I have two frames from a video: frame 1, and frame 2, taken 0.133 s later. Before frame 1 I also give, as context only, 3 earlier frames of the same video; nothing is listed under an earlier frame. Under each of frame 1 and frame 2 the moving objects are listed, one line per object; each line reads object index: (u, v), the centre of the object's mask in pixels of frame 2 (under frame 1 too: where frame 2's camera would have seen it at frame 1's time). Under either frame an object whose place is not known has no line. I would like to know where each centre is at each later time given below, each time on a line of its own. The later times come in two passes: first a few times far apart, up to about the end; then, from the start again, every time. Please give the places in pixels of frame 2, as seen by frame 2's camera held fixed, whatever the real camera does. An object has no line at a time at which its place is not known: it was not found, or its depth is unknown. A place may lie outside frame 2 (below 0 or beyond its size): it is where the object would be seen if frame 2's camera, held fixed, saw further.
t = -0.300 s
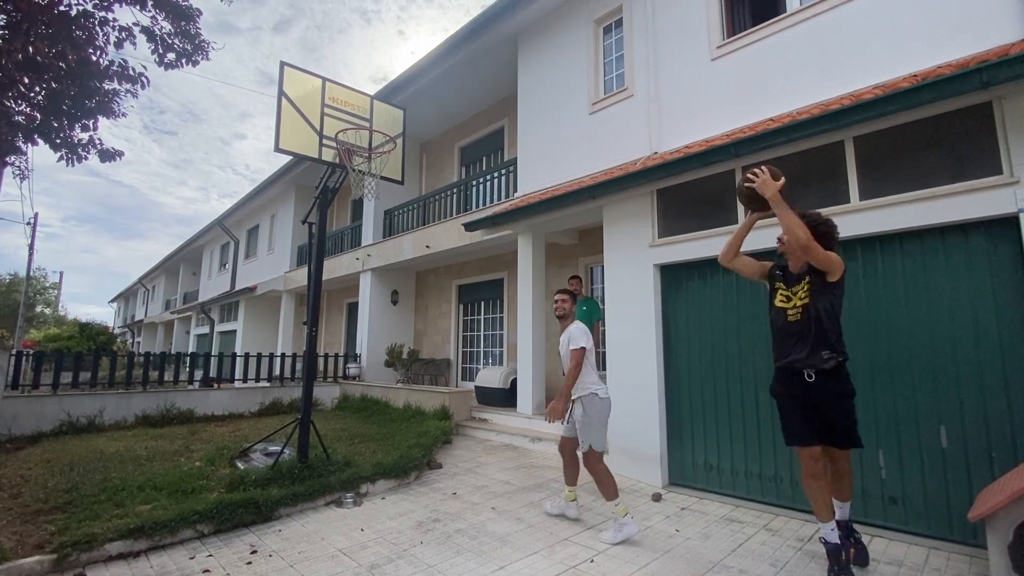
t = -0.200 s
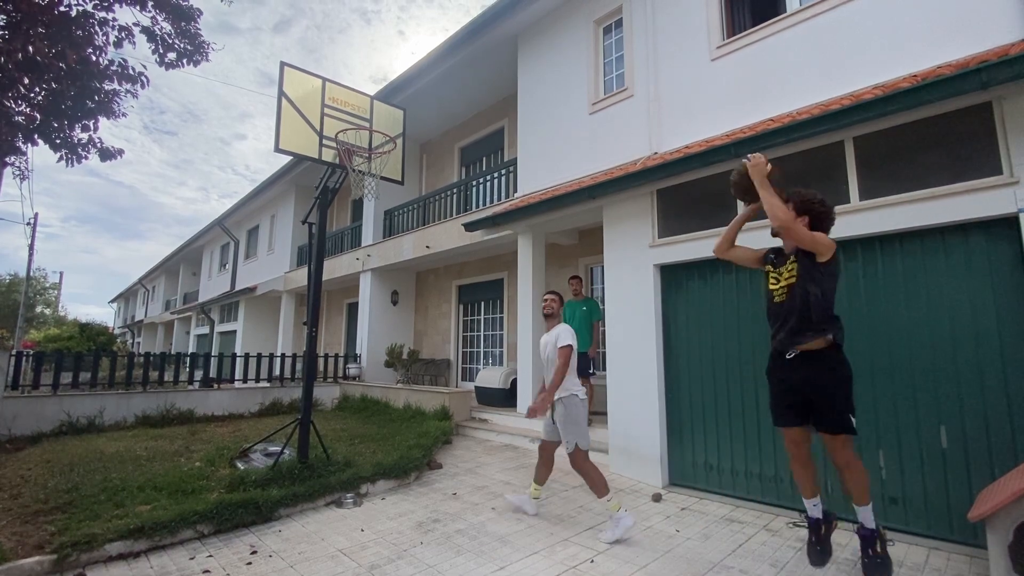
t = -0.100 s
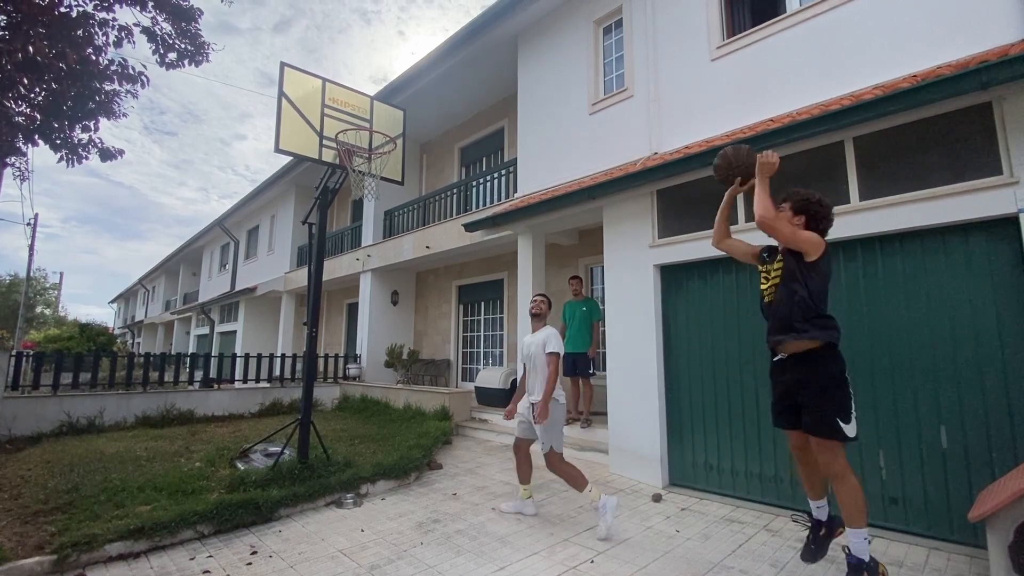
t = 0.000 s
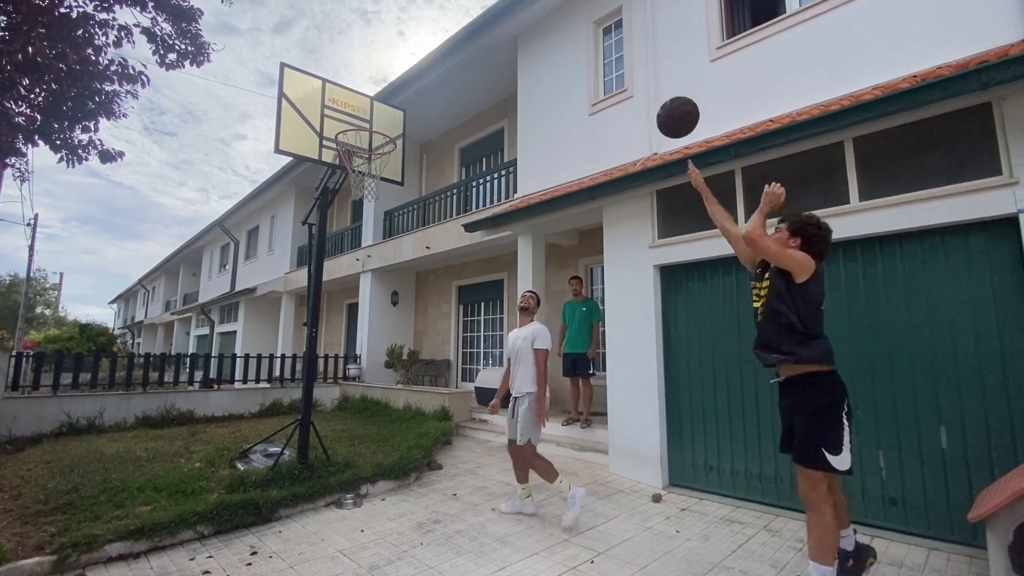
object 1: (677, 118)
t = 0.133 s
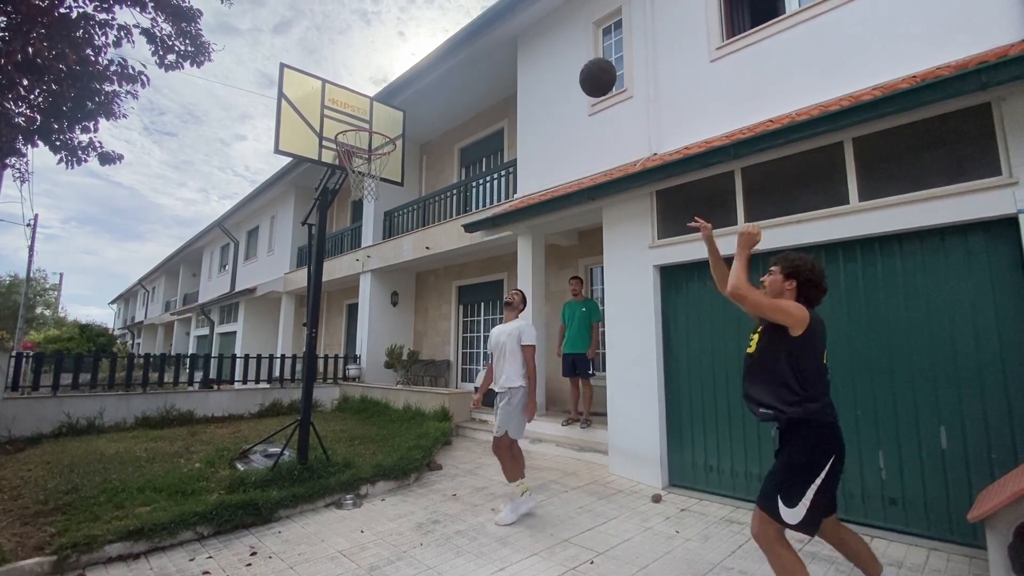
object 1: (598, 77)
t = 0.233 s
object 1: (546, 66)
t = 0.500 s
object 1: (431, 98)
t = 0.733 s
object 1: (425, 108)
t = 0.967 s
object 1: (484, 120)
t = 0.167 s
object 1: (580, 72)
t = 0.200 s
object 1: (563, 68)
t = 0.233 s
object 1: (546, 66)
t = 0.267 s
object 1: (531, 66)
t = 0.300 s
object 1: (515, 66)
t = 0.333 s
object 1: (500, 69)
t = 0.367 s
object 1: (485, 72)
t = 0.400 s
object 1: (471, 77)
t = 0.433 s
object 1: (458, 83)
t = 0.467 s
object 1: (444, 90)
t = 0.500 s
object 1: (431, 98)
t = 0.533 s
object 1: (418, 108)
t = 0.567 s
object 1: (405, 117)
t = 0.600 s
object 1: (395, 127)
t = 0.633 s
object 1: (402, 121)
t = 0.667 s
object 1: (409, 116)
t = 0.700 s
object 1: (417, 112)
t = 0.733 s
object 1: (425, 108)
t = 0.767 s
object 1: (433, 105)
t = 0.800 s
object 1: (441, 104)
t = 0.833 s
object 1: (449, 105)
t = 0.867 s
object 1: (458, 106)
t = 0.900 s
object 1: (467, 109)
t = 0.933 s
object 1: (476, 114)
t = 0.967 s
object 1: (484, 120)
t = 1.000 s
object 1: (494, 128)
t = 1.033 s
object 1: (504, 139)
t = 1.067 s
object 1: (515, 150)
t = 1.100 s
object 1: (525, 165)
